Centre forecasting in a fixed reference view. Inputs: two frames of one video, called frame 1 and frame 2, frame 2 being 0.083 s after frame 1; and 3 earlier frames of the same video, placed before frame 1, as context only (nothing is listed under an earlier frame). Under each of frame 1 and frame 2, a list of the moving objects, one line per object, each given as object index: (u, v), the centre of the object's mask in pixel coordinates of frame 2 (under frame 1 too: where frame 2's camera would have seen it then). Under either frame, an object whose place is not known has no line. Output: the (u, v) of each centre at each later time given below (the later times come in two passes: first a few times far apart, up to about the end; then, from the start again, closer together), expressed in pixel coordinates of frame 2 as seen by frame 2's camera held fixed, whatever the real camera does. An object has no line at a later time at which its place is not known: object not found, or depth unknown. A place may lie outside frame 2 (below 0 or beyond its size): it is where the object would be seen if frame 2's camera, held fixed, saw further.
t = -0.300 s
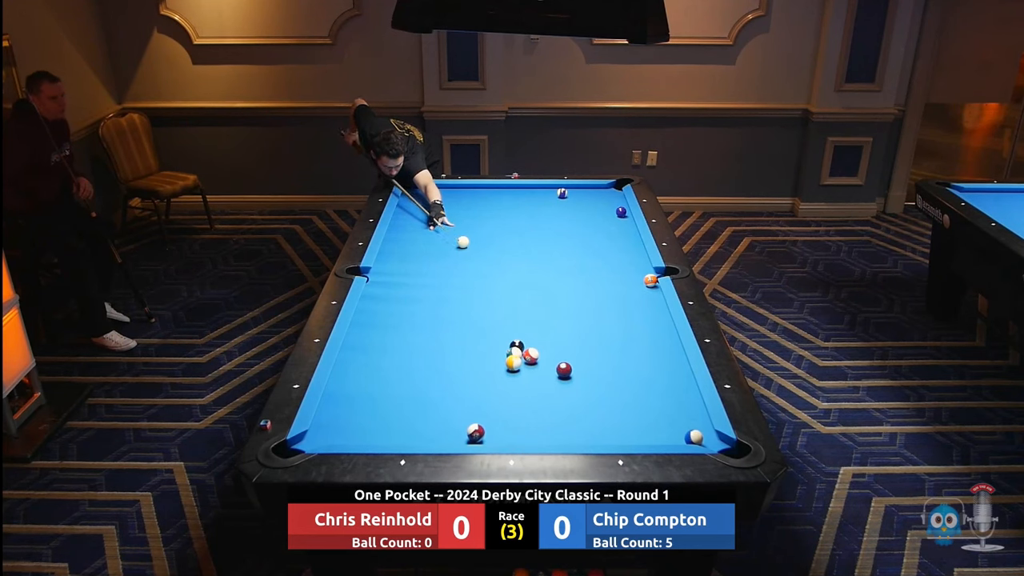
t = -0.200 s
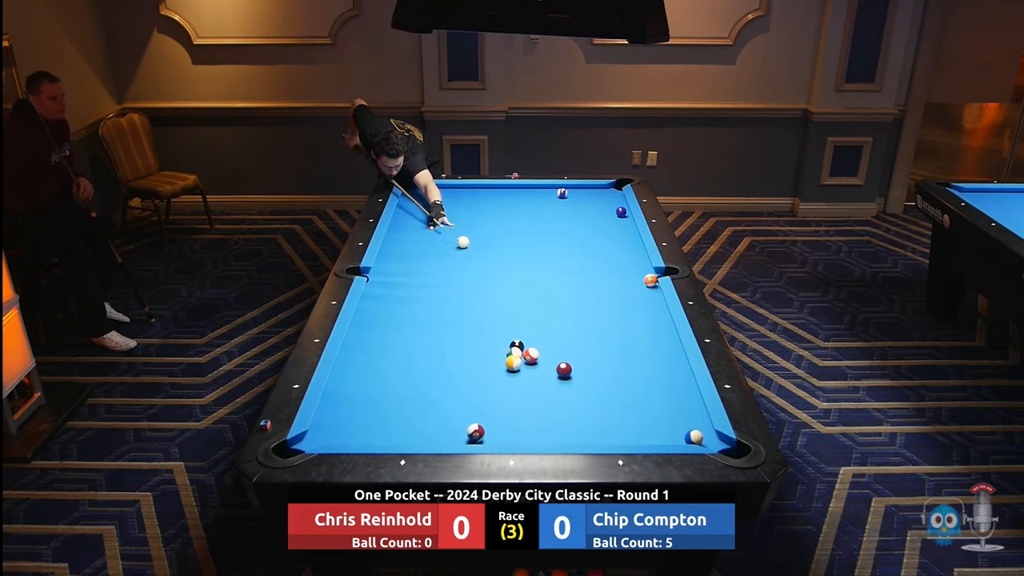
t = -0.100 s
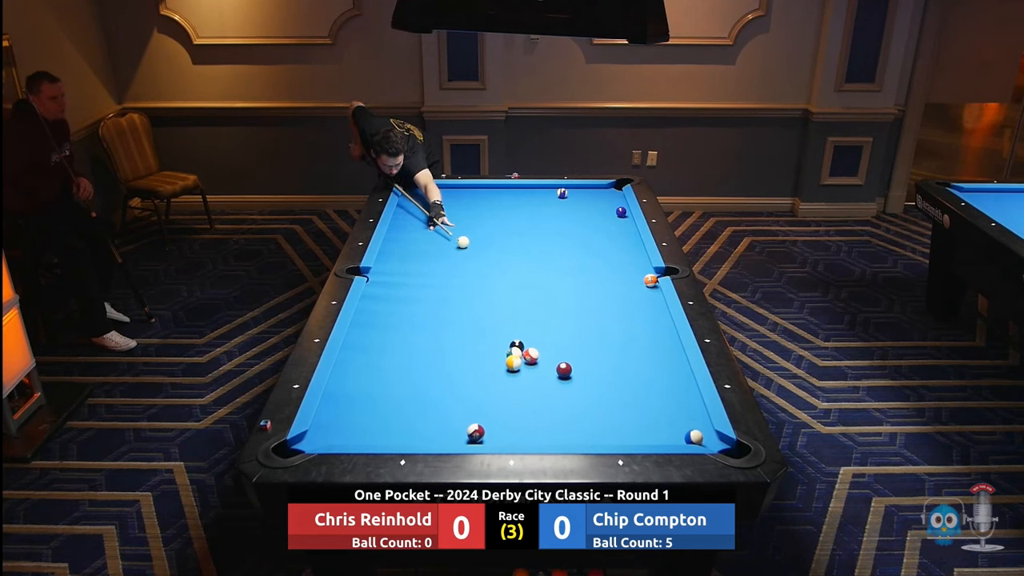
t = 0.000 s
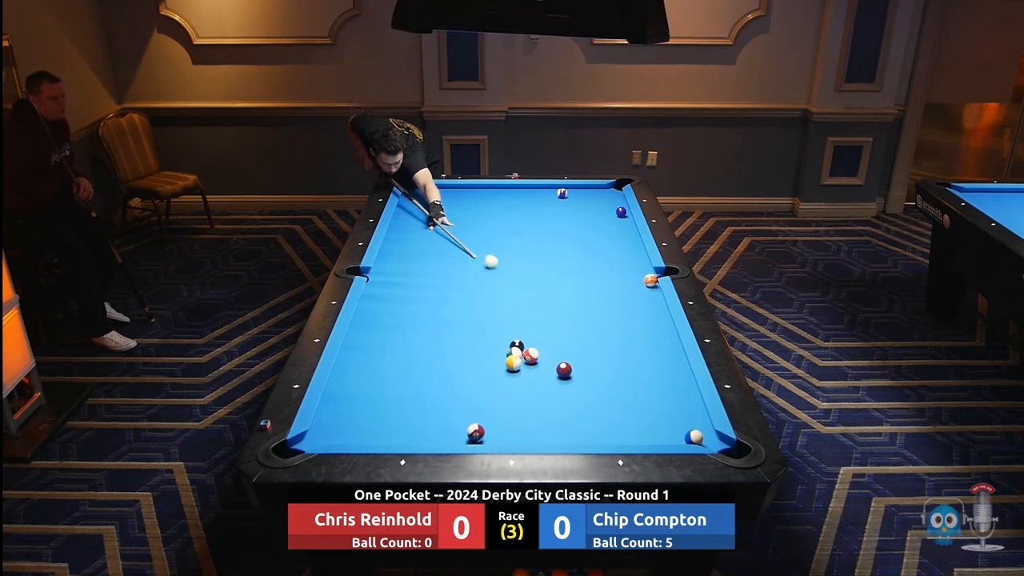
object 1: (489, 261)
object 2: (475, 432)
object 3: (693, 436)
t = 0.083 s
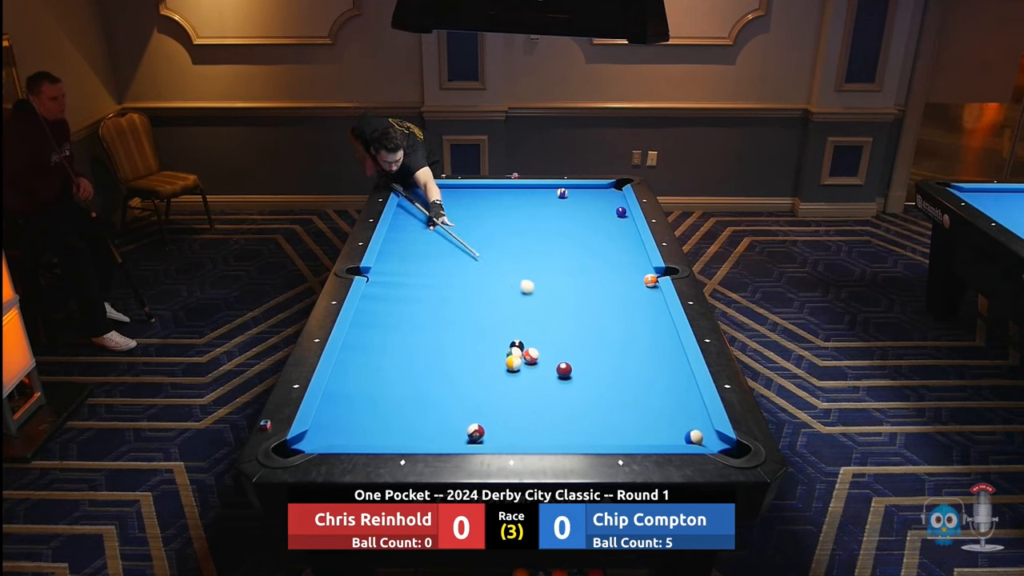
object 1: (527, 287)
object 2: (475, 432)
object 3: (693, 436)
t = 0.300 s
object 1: (637, 364)
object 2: (475, 432)
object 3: (693, 437)
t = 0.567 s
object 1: (637, 434)
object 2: (475, 432)
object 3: (707, 436)
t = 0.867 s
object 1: (507, 433)
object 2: (475, 432)
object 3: (694, 431)
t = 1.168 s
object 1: (468, 411)
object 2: (392, 438)
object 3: (690, 419)
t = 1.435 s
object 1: (438, 393)
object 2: (332, 434)
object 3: (687, 410)
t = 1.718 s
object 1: (409, 377)
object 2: (330, 439)
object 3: (683, 401)
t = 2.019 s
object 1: (382, 361)
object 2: (342, 434)
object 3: (681, 394)
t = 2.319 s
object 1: (358, 347)
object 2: (354, 428)
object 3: (679, 388)
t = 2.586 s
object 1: (360, 334)
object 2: (364, 424)
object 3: (678, 384)
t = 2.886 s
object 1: (377, 319)
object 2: (371, 420)
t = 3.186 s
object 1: (392, 305)
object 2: (377, 417)
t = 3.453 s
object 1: (403, 295)
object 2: (381, 415)
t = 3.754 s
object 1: (414, 285)
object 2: (383, 413)
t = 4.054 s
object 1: (425, 276)
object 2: (385, 412)
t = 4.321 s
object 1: (433, 269)
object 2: (384, 412)
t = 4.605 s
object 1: (441, 262)
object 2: (384, 412)
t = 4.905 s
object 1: (448, 256)
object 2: (384, 412)
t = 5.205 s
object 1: (455, 250)
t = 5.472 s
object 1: (460, 246)
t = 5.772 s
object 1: (464, 242)
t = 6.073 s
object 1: (469, 239)
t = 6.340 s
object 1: (472, 237)
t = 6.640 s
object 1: (474, 235)
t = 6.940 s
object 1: (477, 233)
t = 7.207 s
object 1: (478, 232)
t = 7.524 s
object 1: (479, 231)
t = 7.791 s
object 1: (480, 231)
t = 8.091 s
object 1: (480, 231)
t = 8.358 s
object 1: (480, 231)
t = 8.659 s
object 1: (480, 231)
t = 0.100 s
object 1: (534, 292)
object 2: (475, 432)
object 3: (693, 436)
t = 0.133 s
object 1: (550, 303)
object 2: (475, 432)
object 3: (693, 436)
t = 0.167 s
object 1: (566, 314)
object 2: (475, 432)
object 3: (693, 436)
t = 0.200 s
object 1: (583, 326)
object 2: (475, 432)
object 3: (693, 436)
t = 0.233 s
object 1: (600, 339)
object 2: (475, 432)
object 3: (693, 436)
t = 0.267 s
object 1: (618, 351)
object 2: (475, 432)
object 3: (693, 436)
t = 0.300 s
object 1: (637, 364)
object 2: (475, 432)
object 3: (693, 437)
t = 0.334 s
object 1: (656, 378)
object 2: (475, 432)
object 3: (693, 437)
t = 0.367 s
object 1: (676, 392)
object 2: (475, 432)
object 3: (694, 436)
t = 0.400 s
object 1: (697, 406)
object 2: (475, 432)
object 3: (693, 437)
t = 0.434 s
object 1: (692, 419)
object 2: (475, 432)
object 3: (693, 437)
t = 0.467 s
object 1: (681, 428)
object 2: (475, 432)
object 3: (696, 439)
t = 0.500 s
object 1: (666, 430)
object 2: (475, 432)
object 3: (707, 438)
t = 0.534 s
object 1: (651, 433)
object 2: (475, 432)
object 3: (712, 434)
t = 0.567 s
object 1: (637, 434)
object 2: (475, 432)
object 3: (707, 436)
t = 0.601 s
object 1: (623, 436)
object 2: (475, 432)
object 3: (701, 438)
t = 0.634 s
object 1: (610, 438)
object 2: (475, 432)
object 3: (698, 440)
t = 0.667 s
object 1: (596, 438)
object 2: (475, 432)
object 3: (698, 438)
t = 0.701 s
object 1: (581, 437)
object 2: (475, 432)
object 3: (697, 437)
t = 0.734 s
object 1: (566, 436)
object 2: (475, 432)
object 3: (695, 436)
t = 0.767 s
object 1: (551, 435)
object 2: (475, 432)
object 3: (696, 435)
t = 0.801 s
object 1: (536, 434)
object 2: (475, 432)
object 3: (696, 434)
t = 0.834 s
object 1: (522, 434)
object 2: (475, 432)
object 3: (695, 433)
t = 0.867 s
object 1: (507, 433)
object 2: (475, 432)
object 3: (694, 431)
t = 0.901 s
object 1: (495, 432)
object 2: (474, 432)
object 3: (694, 429)
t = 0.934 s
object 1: (493, 428)
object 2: (461, 434)
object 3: (693, 428)
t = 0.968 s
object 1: (490, 426)
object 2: (448, 434)
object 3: (693, 426)
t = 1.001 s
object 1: (487, 423)
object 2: (437, 436)
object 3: (692, 425)
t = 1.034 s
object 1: (484, 420)
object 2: (427, 437)
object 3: (691, 424)
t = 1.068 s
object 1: (479, 418)
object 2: (417, 438)
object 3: (691, 423)
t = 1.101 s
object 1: (475, 416)
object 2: (408, 438)
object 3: (691, 422)
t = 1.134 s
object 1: (471, 413)
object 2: (400, 438)
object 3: (690, 421)
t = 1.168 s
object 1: (468, 411)
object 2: (392, 438)
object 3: (690, 419)
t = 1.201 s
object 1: (464, 409)
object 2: (385, 437)
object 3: (689, 418)
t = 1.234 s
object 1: (460, 406)
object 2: (377, 437)
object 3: (689, 417)
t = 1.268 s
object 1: (456, 404)
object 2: (369, 436)
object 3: (689, 415)
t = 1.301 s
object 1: (452, 402)
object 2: (362, 436)
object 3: (688, 414)
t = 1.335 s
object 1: (449, 400)
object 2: (355, 436)
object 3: (688, 413)
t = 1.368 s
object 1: (445, 398)
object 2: (347, 435)
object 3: (687, 412)
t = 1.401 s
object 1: (441, 395)
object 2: (340, 435)
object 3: (687, 411)
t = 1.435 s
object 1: (438, 393)
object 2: (332, 434)
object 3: (687, 410)
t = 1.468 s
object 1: (434, 391)
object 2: (325, 434)
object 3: (686, 409)
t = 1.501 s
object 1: (431, 389)
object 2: (318, 434)
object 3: (686, 408)
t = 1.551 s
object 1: (425, 386)
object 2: (317, 435)
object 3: (685, 406)
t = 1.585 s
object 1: (422, 384)
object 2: (320, 436)
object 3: (685, 405)
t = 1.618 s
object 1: (419, 382)
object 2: (323, 436)
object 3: (684, 404)
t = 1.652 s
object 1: (416, 380)
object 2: (325, 437)
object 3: (684, 403)
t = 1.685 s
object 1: (412, 378)
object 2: (327, 438)
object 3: (684, 402)
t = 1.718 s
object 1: (409, 377)
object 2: (330, 439)
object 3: (683, 401)
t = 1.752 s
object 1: (406, 375)
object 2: (331, 438)
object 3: (683, 401)
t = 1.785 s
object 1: (403, 373)
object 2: (332, 438)
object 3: (683, 400)
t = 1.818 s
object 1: (400, 371)
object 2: (334, 437)
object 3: (683, 399)
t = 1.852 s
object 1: (397, 369)
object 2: (335, 436)
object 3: (682, 398)
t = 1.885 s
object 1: (394, 368)
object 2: (337, 436)
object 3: (682, 397)
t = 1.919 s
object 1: (391, 366)
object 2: (338, 436)
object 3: (682, 397)
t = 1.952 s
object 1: (388, 364)
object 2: (339, 435)
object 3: (681, 396)
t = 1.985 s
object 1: (385, 363)
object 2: (341, 435)
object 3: (681, 395)
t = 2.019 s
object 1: (382, 361)
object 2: (342, 434)
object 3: (681, 394)
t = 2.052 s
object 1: (380, 359)
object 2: (344, 433)
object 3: (681, 394)
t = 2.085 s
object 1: (377, 358)
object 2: (345, 432)
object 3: (681, 393)
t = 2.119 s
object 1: (374, 356)
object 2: (347, 432)
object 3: (681, 392)
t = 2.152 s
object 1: (371, 355)
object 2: (348, 431)
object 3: (680, 392)
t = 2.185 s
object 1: (369, 353)
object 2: (349, 431)
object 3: (680, 391)
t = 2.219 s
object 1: (366, 352)
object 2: (350, 430)
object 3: (680, 390)
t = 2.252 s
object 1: (364, 350)
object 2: (352, 430)
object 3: (680, 390)
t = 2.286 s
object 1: (361, 348)
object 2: (353, 429)
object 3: (680, 389)
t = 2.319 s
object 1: (358, 347)
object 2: (354, 428)
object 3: (679, 388)
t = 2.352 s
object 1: (356, 346)
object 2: (356, 428)
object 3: (679, 388)
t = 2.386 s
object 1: (353, 344)
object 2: (357, 427)
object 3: (679, 387)
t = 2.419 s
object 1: (351, 343)
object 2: (358, 426)
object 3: (679, 387)
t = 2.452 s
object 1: (351, 341)
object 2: (359, 426)
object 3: (679, 386)
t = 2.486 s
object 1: (354, 339)
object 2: (360, 425)
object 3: (678, 386)
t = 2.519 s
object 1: (356, 337)
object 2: (361, 425)
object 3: (678, 385)
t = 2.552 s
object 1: (358, 335)
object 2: (362, 424)
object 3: (678, 385)
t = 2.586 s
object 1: (360, 334)
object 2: (364, 424)
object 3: (678, 384)
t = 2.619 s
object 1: (362, 332)
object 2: (364, 423)
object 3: (678, 384)
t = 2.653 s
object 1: (364, 330)
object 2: (365, 423)
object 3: (678, 383)
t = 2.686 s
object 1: (366, 328)
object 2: (366, 423)
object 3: (677, 383)
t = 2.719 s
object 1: (368, 327)
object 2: (367, 422)
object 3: (677, 382)
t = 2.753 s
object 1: (370, 325)
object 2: (368, 422)
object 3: (677, 382)
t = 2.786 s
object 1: (372, 323)
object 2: (369, 421)
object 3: (677, 382)
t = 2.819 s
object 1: (373, 322)
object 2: (369, 421)
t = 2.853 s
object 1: (375, 320)
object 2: (370, 420)
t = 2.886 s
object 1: (377, 319)
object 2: (371, 420)
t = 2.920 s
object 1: (379, 317)
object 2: (372, 420)
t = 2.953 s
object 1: (380, 316)
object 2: (373, 419)
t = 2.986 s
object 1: (382, 314)
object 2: (373, 419)
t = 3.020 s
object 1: (384, 313)
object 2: (374, 418)
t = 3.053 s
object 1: (385, 311)
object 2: (375, 418)
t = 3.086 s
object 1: (387, 310)
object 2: (375, 418)
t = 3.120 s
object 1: (389, 308)
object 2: (376, 417)
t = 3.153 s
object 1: (390, 307)
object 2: (377, 417)
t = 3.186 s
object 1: (392, 305)
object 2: (377, 417)
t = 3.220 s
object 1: (393, 304)
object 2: (378, 416)
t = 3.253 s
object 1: (395, 303)
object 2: (378, 416)
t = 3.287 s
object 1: (396, 302)
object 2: (379, 416)
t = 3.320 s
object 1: (397, 300)
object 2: (379, 416)
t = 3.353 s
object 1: (399, 299)
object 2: (379, 416)
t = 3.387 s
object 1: (400, 298)
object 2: (380, 415)
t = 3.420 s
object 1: (402, 296)
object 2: (381, 415)
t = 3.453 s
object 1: (403, 295)
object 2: (381, 415)
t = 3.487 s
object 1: (404, 294)
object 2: (381, 415)
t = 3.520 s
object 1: (406, 293)
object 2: (382, 414)
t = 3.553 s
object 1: (407, 292)
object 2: (382, 414)
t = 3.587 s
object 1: (408, 290)
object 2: (383, 414)
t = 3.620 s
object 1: (410, 289)
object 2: (383, 414)
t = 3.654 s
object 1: (411, 288)
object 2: (383, 414)
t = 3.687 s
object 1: (412, 287)
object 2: (383, 413)
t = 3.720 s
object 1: (413, 286)
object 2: (383, 413)
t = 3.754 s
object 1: (414, 285)
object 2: (383, 413)
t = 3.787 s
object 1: (416, 284)
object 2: (384, 413)
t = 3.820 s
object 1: (417, 283)
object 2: (384, 413)
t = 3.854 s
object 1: (418, 282)
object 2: (384, 413)
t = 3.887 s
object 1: (419, 281)
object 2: (384, 413)
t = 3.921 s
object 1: (420, 279)
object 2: (384, 413)
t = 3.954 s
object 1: (422, 279)
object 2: (384, 413)
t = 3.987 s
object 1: (423, 278)
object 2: (384, 413)
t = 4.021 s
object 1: (424, 277)
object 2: (384, 412)
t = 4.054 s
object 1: (425, 276)
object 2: (385, 412)
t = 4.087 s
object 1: (426, 275)
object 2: (385, 412)
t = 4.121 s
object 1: (427, 274)
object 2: (385, 412)
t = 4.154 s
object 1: (428, 273)
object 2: (385, 412)
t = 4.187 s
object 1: (429, 272)
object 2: (385, 412)
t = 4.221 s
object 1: (430, 271)
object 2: (385, 412)
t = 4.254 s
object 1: (431, 270)
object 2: (384, 412)
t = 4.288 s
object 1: (432, 269)
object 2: (384, 412)
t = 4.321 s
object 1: (433, 269)
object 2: (384, 412)
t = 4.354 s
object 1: (434, 268)
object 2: (384, 412)
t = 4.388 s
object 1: (435, 267)
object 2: (384, 412)
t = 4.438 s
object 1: (436, 266)
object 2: (384, 412)
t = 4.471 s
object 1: (437, 265)
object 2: (384, 412)
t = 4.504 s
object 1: (438, 264)
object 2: (384, 412)
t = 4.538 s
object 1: (439, 263)
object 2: (384, 412)
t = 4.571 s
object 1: (440, 263)
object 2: (384, 412)
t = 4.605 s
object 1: (441, 262)
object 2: (384, 412)
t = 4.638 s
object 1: (442, 261)
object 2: (384, 412)
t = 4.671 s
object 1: (442, 260)
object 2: (384, 412)
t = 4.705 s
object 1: (443, 260)
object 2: (384, 412)
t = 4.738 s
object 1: (444, 259)
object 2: (384, 412)
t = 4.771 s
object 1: (445, 258)
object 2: (384, 412)
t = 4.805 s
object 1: (446, 258)
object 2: (384, 412)
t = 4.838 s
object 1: (446, 257)
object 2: (384, 412)
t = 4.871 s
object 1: (447, 256)
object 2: (384, 412)
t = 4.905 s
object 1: (448, 256)
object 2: (384, 412)
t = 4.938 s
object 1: (449, 255)
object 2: (384, 412)
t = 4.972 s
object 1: (450, 254)
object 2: (384, 412)
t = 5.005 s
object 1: (450, 254)
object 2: (384, 412)
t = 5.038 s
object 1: (451, 253)
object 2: (384, 412)
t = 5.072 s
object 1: (452, 253)
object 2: (384, 412)
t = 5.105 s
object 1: (453, 252)
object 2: (384, 412)
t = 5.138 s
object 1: (453, 251)
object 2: (384, 412)
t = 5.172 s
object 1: (454, 251)
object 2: (384, 412)
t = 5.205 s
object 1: (455, 250)
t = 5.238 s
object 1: (455, 250)
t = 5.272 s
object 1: (456, 249)
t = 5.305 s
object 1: (457, 249)
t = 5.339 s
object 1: (457, 248)
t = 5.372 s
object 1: (458, 248)
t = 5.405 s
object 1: (458, 247)
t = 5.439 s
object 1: (459, 247)
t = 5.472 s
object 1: (460, 246)
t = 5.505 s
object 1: (460, 246)
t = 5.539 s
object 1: (461, 245)
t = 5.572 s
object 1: (461, 245)
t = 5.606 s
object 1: (462, 245)
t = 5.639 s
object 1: (462, 244)
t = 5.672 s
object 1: (463, 244)
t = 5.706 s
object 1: (463, 243)
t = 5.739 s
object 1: (464, 243)
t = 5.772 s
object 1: (464, 242)
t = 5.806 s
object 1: (465, 242)
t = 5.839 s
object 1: (465, 241)
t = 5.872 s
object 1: (466, 241)
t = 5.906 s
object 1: (466, 241)
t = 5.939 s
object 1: (467, 240)
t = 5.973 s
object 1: (467, 240)
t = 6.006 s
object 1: (468, 240)
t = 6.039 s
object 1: (468, 239)
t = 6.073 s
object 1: (469, 239)
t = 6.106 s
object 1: (469, 239)
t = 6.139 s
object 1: (469, 238)
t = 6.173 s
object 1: (470, 238)
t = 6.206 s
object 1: (470, 238)
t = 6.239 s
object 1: (470, 238)
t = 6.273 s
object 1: (471, 237)
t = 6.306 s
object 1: (471, 237)
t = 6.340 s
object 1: (472, 237)
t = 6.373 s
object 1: (472, 236)
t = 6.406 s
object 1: (472, 236)
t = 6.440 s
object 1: (472, 236)
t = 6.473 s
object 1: (473, 236)
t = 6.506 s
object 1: (473, 235)
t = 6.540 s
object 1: (474, 235)
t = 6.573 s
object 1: (474, 235)
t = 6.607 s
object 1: (474, 235)
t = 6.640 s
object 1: (474, 235)
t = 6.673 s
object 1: (475, 234)
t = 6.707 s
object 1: (475, 234)
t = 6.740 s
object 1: (475, 234)
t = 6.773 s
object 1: (475, 234)
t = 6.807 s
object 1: (476, 234)
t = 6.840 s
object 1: (476, 233)
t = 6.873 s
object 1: (476, 233)
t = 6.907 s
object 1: (476, 233)
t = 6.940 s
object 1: (477, 233)
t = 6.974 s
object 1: (477, 233)
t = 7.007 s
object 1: (477, 233)
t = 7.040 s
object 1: (477, 232)
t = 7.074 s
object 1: (477, 232)
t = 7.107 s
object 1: (478, 232)
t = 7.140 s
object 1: (478, 232)
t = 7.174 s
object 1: (478, 232)
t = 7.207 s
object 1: (478, 232)
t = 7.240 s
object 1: (478, 232)
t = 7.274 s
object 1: (478, 232)
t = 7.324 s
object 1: (479, 232)
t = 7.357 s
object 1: (479, 232)
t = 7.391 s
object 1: (479, 232)
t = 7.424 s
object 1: (479, 232)
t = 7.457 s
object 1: (479, 232)
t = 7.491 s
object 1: (479, 231)
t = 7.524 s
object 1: (479, 231)
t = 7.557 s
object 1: (480, 231)
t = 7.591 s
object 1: (480, 231)
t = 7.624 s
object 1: (480, 231)
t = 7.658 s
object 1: (480, 231)
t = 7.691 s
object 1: (480, 231)
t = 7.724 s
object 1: (480, 231)
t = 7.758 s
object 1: (480, 231)
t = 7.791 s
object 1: (480, 231)
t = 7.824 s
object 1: (480, 231)
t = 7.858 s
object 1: (480, 231)
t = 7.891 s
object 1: (480, 231)
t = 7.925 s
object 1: (480, 231)
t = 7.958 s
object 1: (480, 231)
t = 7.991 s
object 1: (480, 231)
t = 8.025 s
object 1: (480, 231)
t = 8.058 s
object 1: (480, 231)
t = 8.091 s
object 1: (480, 231)
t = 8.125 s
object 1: (480, 231)
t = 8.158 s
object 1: (480, 231)
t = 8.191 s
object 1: (480, 231)
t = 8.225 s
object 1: (480, 231)
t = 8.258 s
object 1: (480, 231)
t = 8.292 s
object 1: (480, 231)
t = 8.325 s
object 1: (480, 231)
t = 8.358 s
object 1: (480, 231)
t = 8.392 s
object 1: (480, 231)
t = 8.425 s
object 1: (480, 231)
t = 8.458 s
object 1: (480, 231)
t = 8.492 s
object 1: (480, 231)
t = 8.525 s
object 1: (480, 231)
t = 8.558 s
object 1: (480, 231)
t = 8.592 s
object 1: (480, 231)
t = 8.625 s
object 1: (480, 231)
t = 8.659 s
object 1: (480, 231)
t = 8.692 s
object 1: (480, 231)
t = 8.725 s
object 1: (480, 231)
